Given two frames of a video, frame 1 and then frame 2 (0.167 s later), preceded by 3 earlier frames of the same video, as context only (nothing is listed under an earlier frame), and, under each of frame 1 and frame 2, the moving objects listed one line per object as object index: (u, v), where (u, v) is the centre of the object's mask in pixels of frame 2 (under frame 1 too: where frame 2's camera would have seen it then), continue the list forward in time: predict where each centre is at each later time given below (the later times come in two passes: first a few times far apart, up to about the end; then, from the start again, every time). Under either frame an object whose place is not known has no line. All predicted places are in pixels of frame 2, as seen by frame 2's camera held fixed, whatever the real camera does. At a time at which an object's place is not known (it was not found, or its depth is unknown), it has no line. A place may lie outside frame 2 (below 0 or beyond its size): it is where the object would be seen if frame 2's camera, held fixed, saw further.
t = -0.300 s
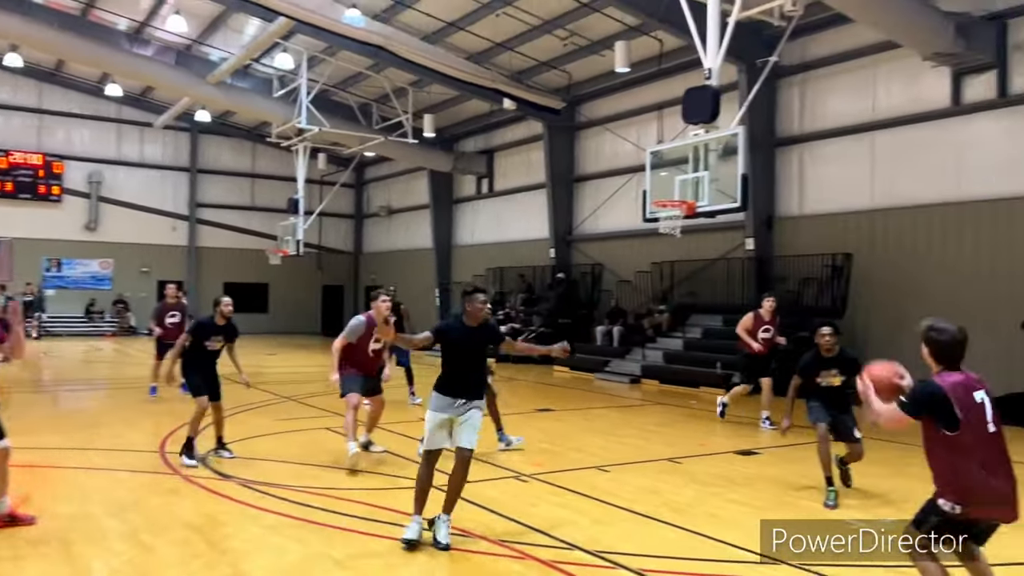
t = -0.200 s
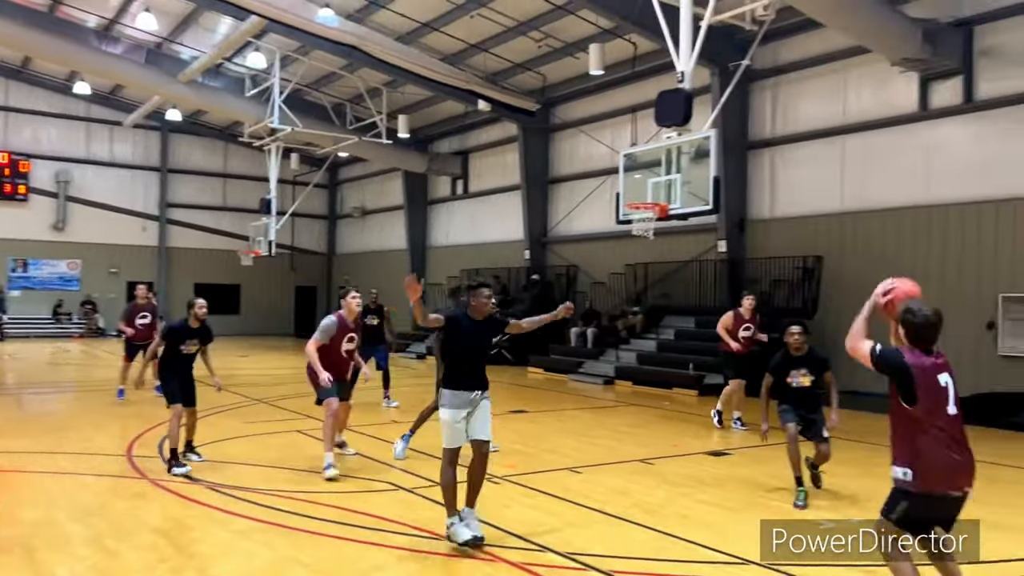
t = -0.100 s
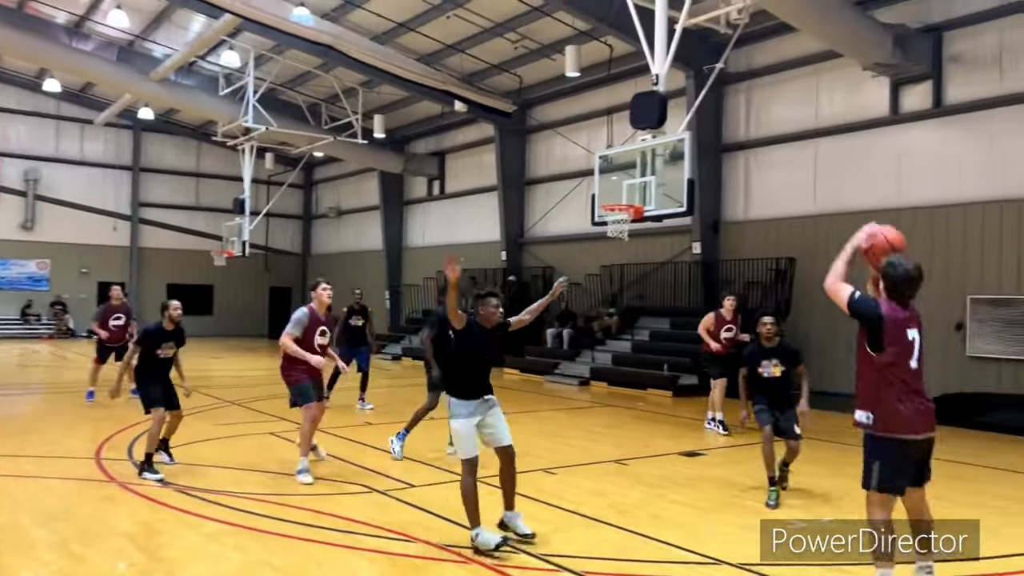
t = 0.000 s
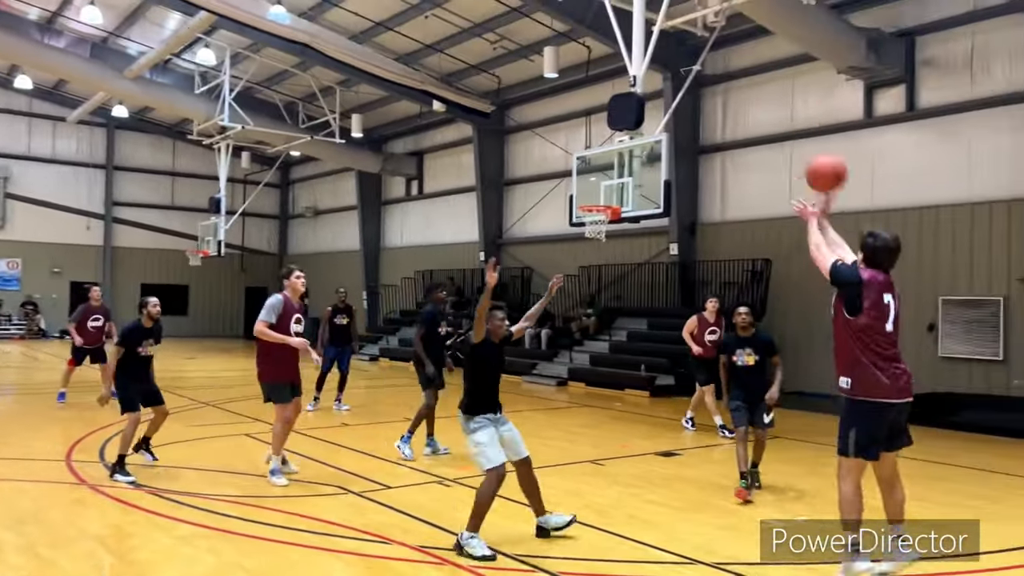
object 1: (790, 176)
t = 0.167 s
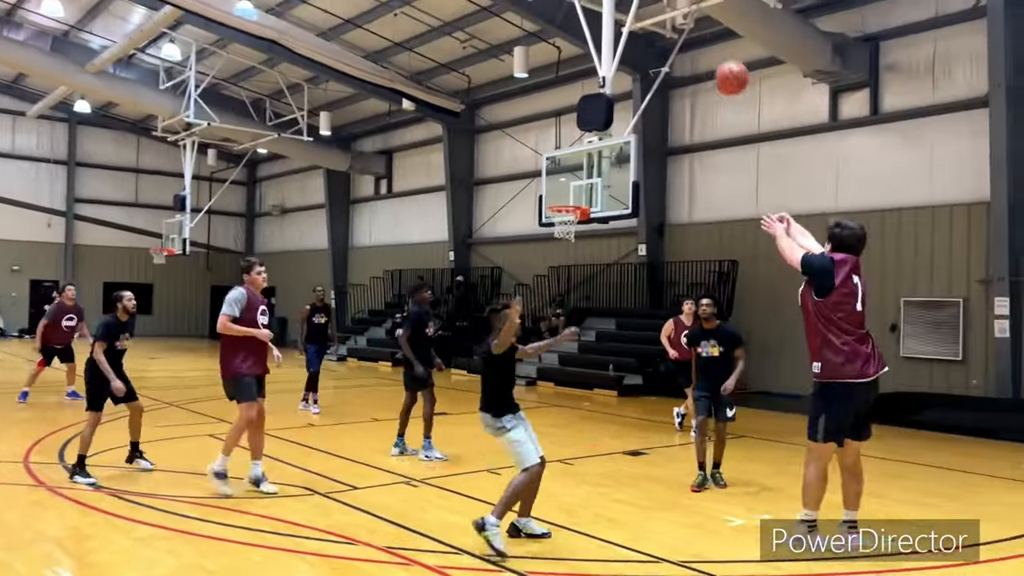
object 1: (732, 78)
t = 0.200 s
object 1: (721, 66)
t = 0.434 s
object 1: (668, 34)
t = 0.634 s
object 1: (632, 56)
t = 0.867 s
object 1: (600, 115)
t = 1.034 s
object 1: (580, 172)
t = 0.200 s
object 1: (721, 66)
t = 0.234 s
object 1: (713, 57)
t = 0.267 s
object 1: (704, 49)
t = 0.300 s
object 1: (695, 43)
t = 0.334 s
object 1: (688, 39)
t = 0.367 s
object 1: (681, 37)
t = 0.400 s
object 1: (674, 35)
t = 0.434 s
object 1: (668, 34)
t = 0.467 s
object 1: (660, 37)
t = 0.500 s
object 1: (654, 38)
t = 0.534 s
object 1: (650, 40)
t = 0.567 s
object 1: (643, 45)
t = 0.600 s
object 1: (637, 50)
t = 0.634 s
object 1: (632, 56)
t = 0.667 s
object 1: (627, 62)
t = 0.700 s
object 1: (622, 69)
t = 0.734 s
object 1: (617, 77)
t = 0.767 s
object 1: (613, 86)
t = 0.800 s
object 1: (608, 95)
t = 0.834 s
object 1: (603, 104)
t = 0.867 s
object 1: (600, 115)
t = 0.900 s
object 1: (595, 124)
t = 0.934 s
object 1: (591, 136)
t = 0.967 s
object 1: (588, 148)
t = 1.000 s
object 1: (585, 161)
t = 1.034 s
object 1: (580, 172)
